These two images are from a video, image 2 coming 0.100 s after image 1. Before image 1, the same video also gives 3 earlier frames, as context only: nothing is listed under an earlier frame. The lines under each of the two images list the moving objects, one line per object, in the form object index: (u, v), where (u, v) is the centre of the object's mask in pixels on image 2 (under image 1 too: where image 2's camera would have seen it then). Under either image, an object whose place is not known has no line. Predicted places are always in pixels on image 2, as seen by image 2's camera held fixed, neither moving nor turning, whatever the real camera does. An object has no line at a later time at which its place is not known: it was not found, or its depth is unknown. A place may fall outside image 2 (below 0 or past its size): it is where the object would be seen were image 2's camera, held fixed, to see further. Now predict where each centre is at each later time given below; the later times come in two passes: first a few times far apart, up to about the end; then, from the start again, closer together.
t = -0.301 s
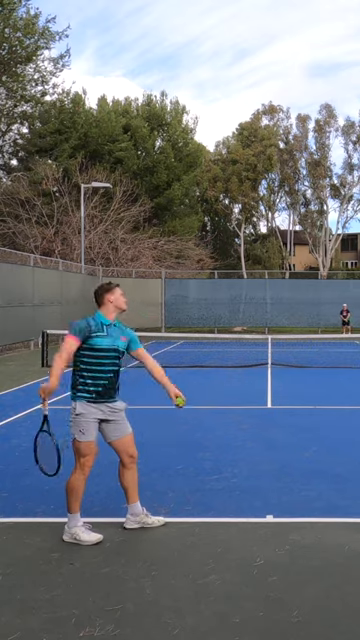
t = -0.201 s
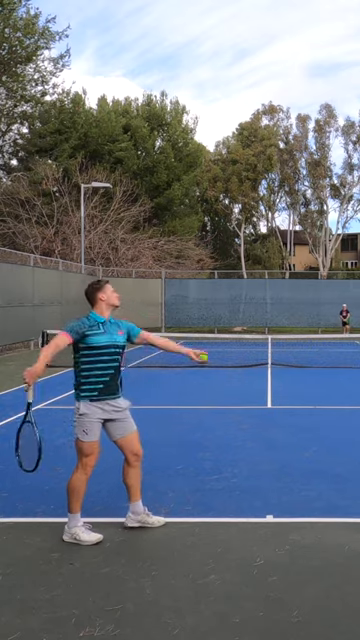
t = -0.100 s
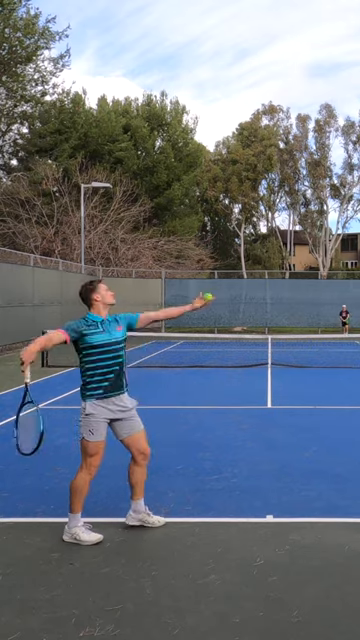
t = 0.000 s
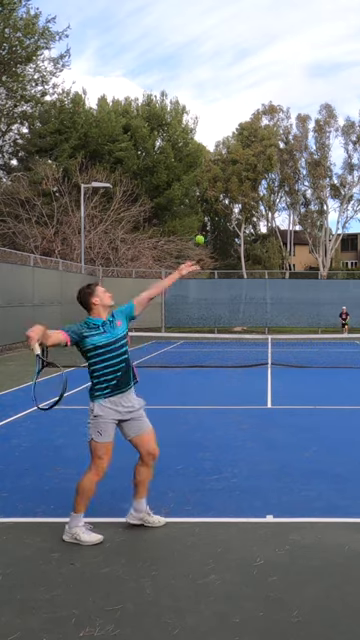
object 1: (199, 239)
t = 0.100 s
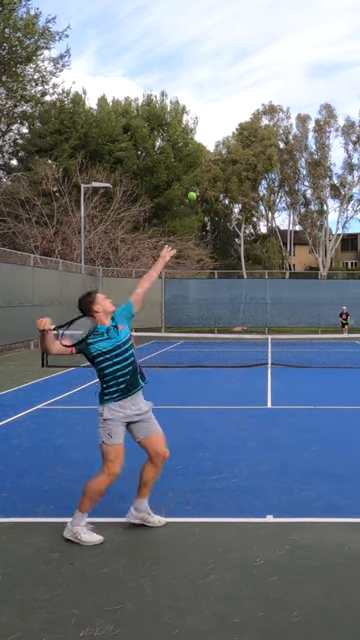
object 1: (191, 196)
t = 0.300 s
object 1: (178, 147)
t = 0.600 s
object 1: (159, 162)
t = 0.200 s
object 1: (184, 165)
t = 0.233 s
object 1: (182, 158)
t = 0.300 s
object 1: (178, 147)
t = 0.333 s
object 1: (175, 144)
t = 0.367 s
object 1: (174, 142)
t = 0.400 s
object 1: (172, 142)
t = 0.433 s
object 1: (170, 142)
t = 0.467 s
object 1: (168, 143)
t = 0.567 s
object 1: (161, 155)
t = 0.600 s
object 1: (159, 162)
